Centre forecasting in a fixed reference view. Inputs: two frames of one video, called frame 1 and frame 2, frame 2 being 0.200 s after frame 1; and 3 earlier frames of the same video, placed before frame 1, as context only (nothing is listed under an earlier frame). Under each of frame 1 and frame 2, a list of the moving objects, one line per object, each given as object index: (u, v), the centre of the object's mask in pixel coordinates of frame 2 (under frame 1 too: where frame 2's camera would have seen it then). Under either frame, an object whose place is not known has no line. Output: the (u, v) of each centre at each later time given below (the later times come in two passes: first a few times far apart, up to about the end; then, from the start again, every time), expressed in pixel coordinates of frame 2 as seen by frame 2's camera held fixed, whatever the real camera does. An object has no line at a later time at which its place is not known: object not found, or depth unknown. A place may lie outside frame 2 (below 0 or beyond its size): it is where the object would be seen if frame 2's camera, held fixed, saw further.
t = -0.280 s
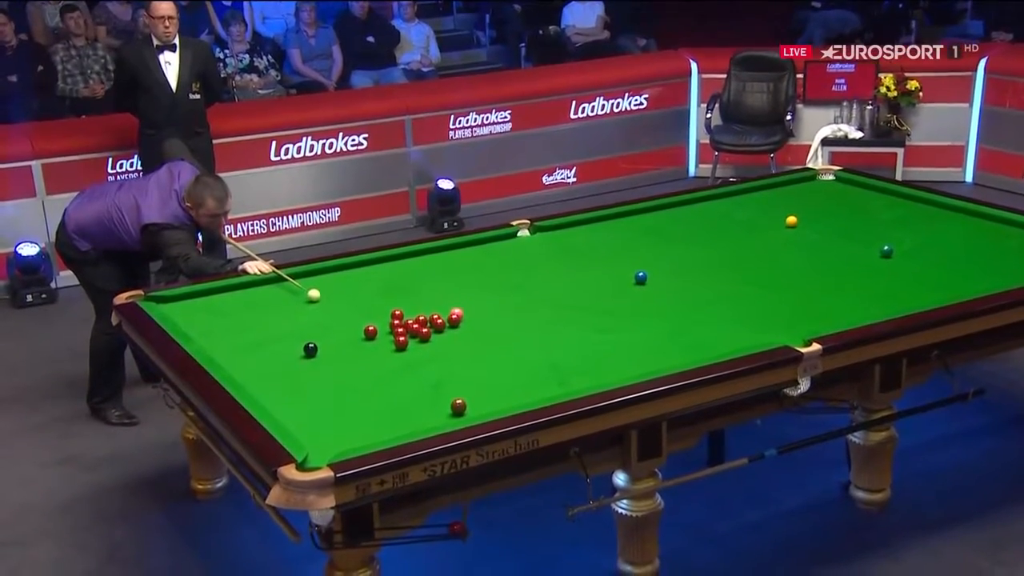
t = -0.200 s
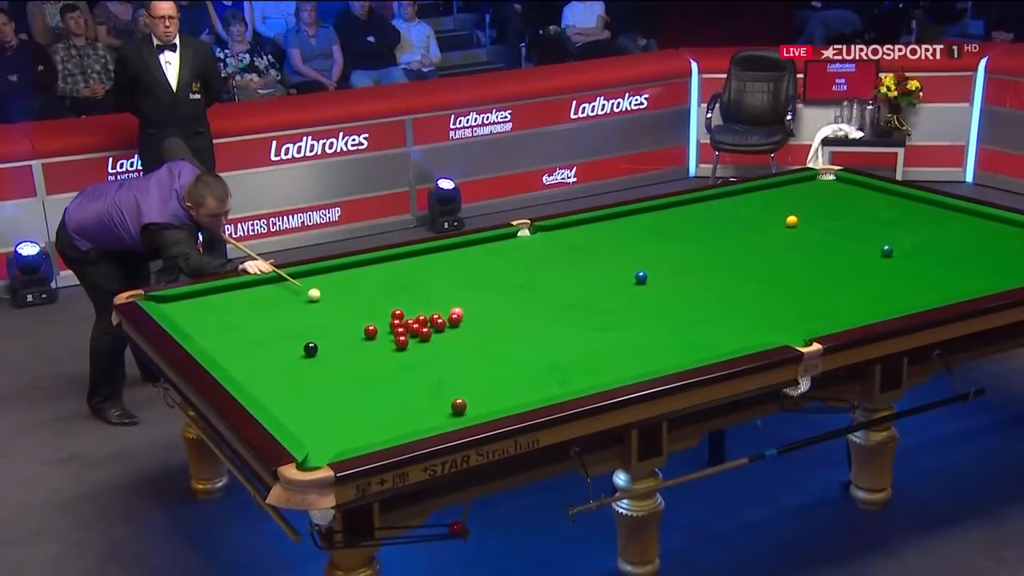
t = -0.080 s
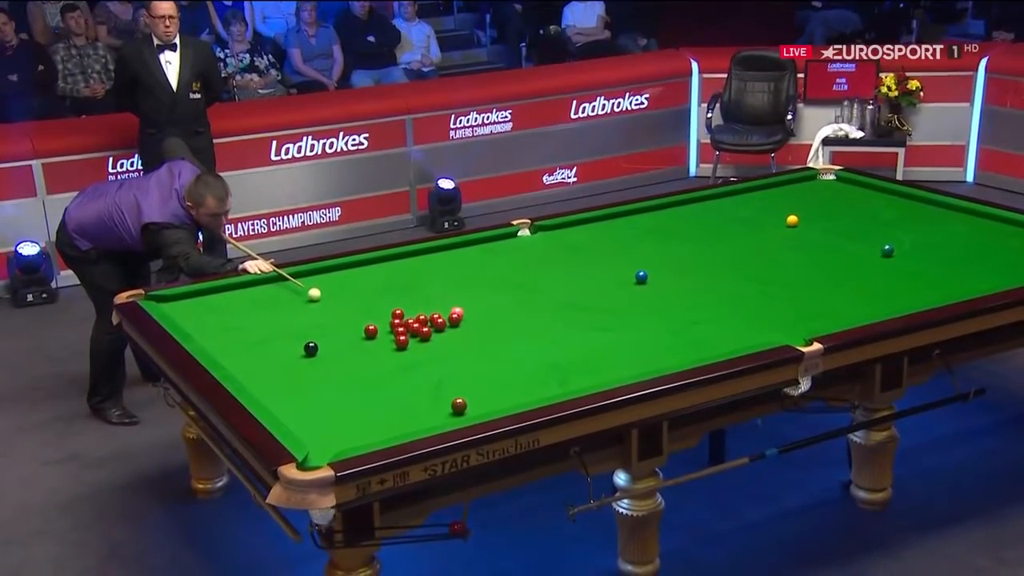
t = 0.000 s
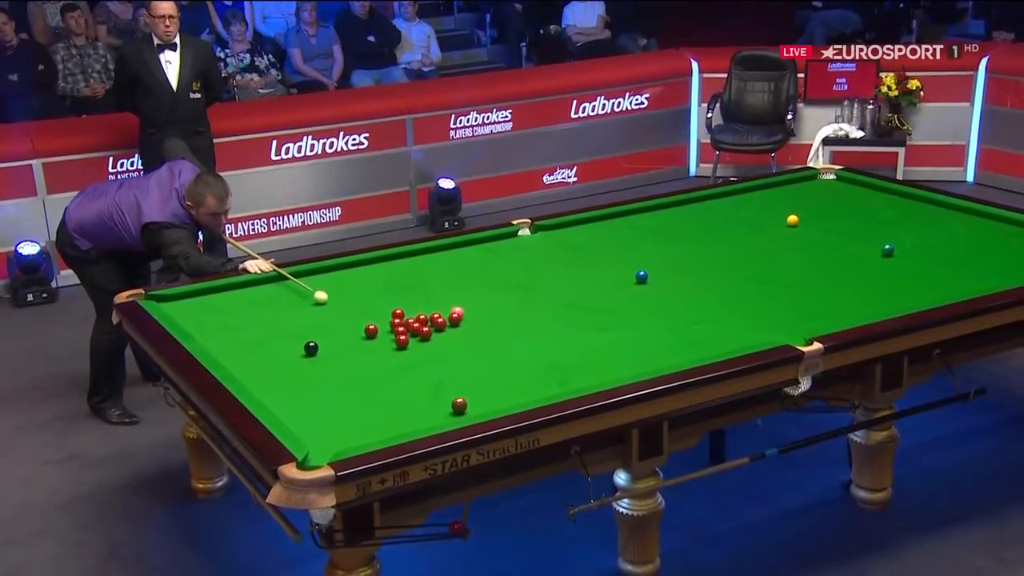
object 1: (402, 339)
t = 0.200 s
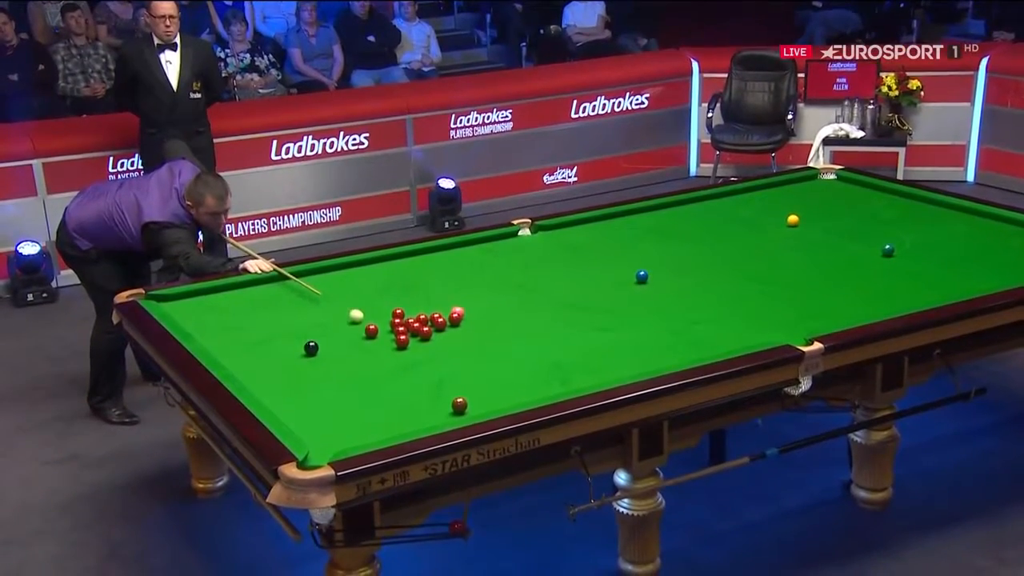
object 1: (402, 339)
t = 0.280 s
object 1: (402, 340)
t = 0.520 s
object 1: (402, 340)
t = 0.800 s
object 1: (401, 342)
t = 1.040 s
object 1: (399, 345)
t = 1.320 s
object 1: (398, 347)
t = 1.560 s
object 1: (397, 348)
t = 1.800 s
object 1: (396, 349)
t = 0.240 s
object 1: (402, 339)
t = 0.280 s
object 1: (402, 340)
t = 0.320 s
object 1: (402, 340)
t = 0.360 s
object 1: (402, 340)
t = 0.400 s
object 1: (402, 340)
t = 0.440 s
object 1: (402, 340)
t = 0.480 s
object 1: (402, 340)
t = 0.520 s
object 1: (402, 340)
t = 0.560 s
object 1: (402, 340)
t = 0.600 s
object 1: (402, 340)
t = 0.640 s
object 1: (402, 340)
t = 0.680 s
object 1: (402, 341)
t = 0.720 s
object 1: (402, 341)
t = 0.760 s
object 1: (401, 342)
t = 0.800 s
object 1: (401, 342)
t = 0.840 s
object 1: (401, 343)
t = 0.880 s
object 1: (401, 343)
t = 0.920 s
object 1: (400, 343)
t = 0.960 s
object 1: (400, 344)
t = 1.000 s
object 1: (400, 344)
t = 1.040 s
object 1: (399, 345)
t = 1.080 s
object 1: (399, 345)
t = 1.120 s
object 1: (399, 345)
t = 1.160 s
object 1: (399, 346)
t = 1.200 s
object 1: (399, 346)
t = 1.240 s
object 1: (398, 346)
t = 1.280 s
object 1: (398, 346)
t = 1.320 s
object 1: (398, 347)
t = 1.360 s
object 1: (398, 347)
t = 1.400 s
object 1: (398, 347)
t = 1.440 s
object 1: (397, 347)
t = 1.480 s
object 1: (397, 347)
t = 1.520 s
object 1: (397, 348)
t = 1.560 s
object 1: (397, 348)
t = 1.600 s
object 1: (397, 348)
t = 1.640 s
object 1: (397, 348)
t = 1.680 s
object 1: (397, 348)
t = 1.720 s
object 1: (396, 349)
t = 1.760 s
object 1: (396, 349)
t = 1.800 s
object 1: (396, 349)
